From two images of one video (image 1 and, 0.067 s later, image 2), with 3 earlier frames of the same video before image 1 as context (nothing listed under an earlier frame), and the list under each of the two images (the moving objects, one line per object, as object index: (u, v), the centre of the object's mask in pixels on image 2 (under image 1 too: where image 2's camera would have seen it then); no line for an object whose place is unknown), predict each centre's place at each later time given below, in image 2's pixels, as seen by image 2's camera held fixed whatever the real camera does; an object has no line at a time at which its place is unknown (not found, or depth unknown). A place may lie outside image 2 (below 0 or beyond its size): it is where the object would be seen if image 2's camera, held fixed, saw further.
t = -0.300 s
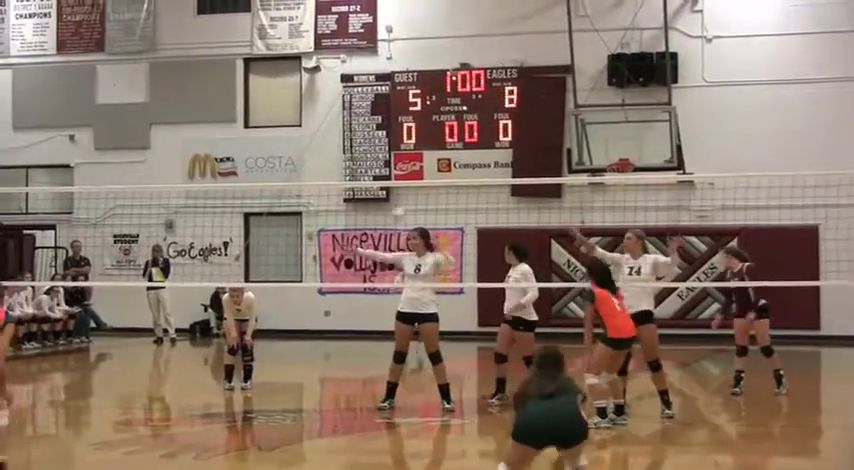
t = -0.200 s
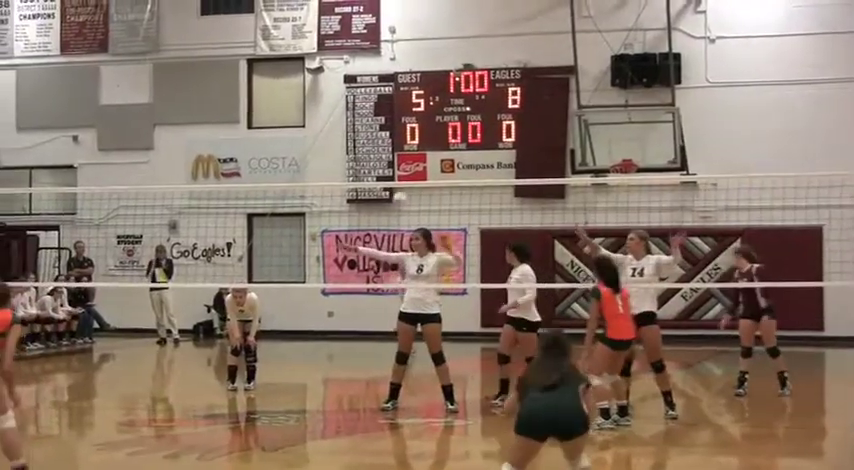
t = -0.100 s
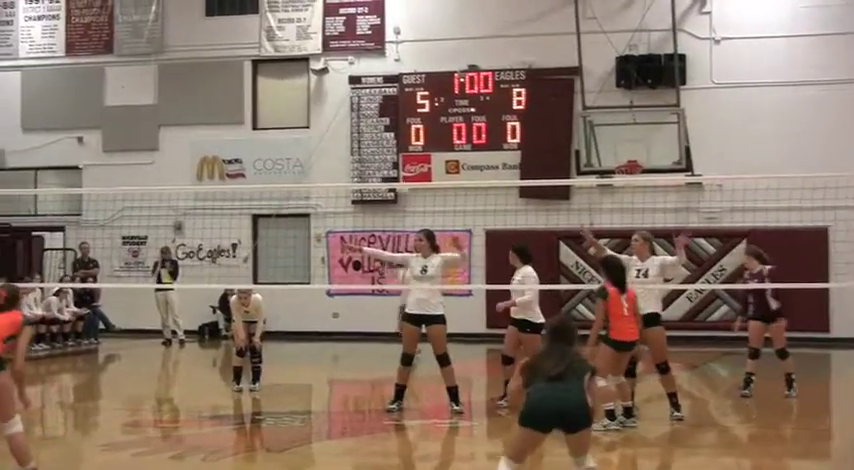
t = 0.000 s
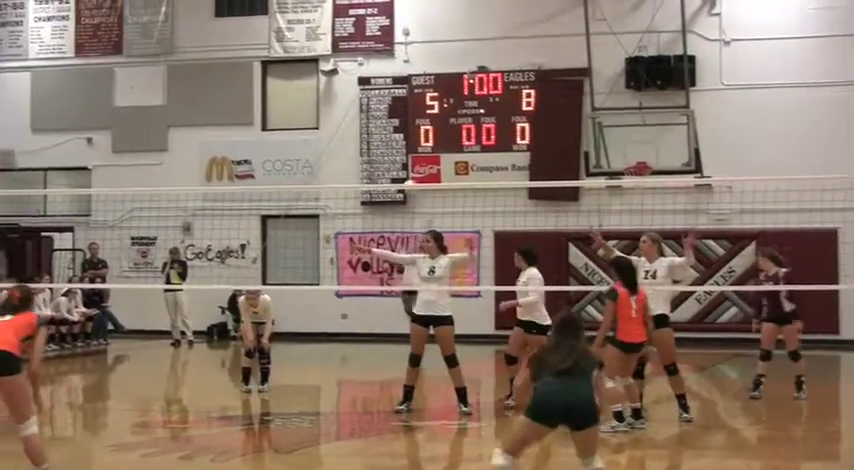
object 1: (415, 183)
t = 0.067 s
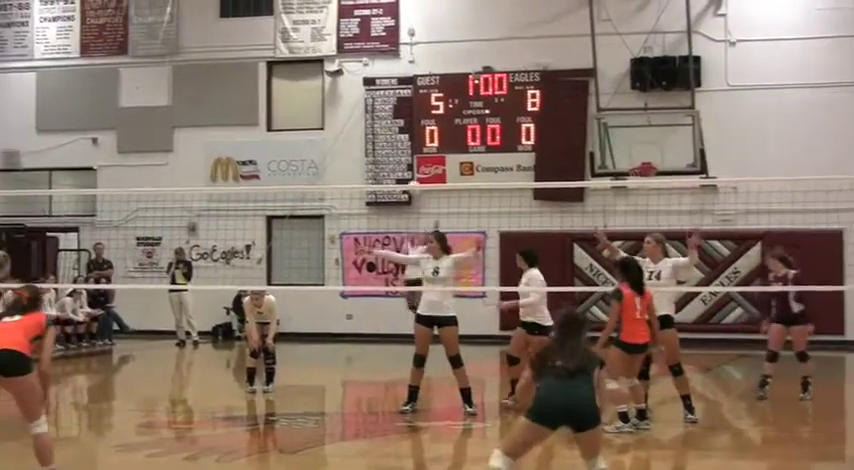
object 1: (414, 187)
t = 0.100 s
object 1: (412, 188)
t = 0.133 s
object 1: (413, 192)
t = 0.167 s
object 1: (412, 194)
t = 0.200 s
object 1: (411, 196)
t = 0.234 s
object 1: (409, 196)
